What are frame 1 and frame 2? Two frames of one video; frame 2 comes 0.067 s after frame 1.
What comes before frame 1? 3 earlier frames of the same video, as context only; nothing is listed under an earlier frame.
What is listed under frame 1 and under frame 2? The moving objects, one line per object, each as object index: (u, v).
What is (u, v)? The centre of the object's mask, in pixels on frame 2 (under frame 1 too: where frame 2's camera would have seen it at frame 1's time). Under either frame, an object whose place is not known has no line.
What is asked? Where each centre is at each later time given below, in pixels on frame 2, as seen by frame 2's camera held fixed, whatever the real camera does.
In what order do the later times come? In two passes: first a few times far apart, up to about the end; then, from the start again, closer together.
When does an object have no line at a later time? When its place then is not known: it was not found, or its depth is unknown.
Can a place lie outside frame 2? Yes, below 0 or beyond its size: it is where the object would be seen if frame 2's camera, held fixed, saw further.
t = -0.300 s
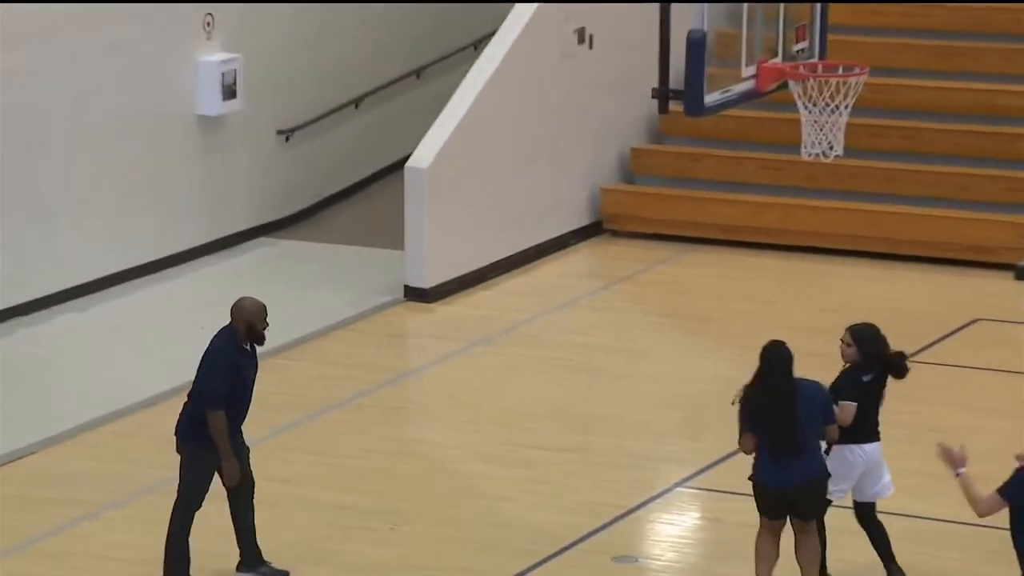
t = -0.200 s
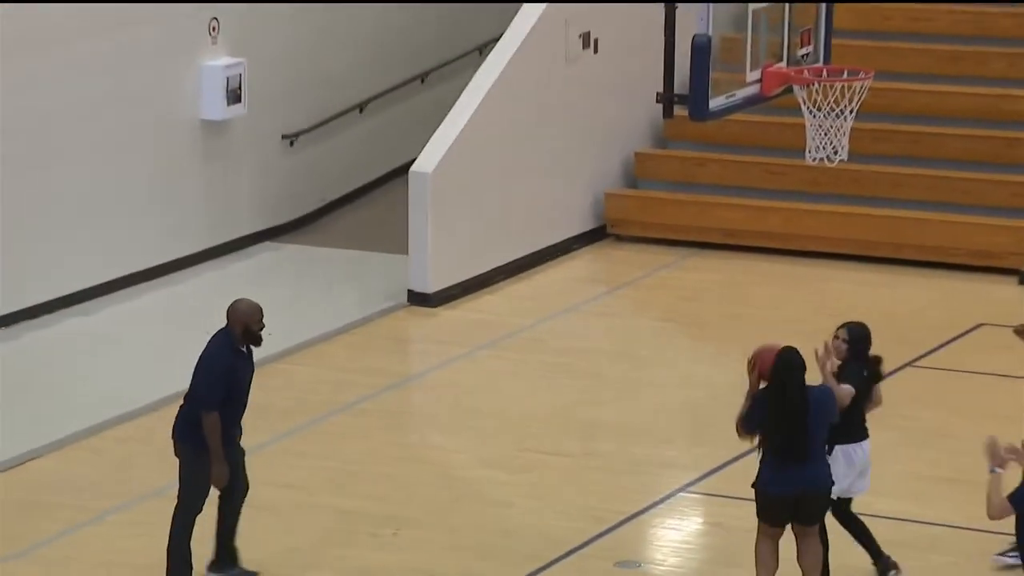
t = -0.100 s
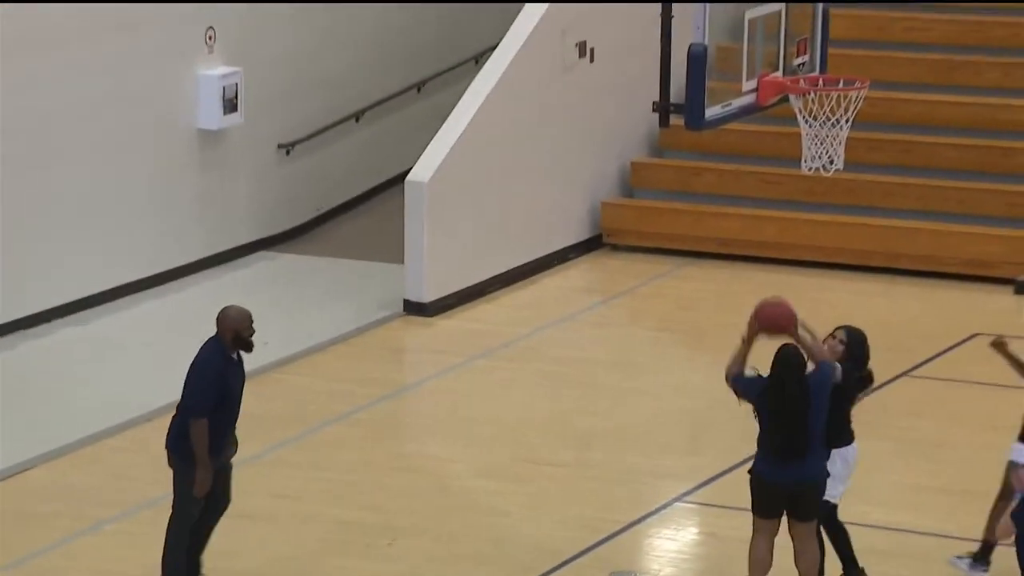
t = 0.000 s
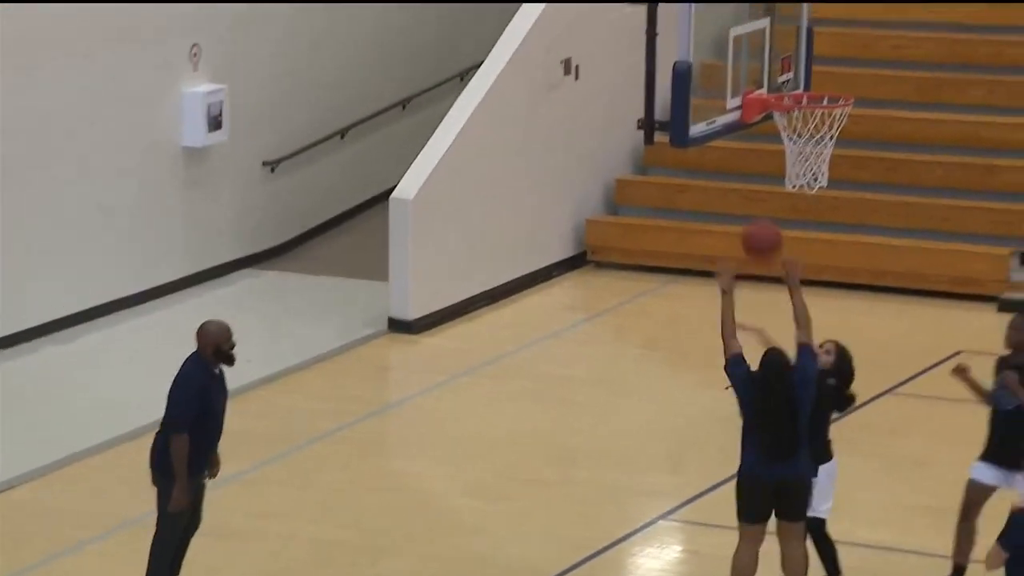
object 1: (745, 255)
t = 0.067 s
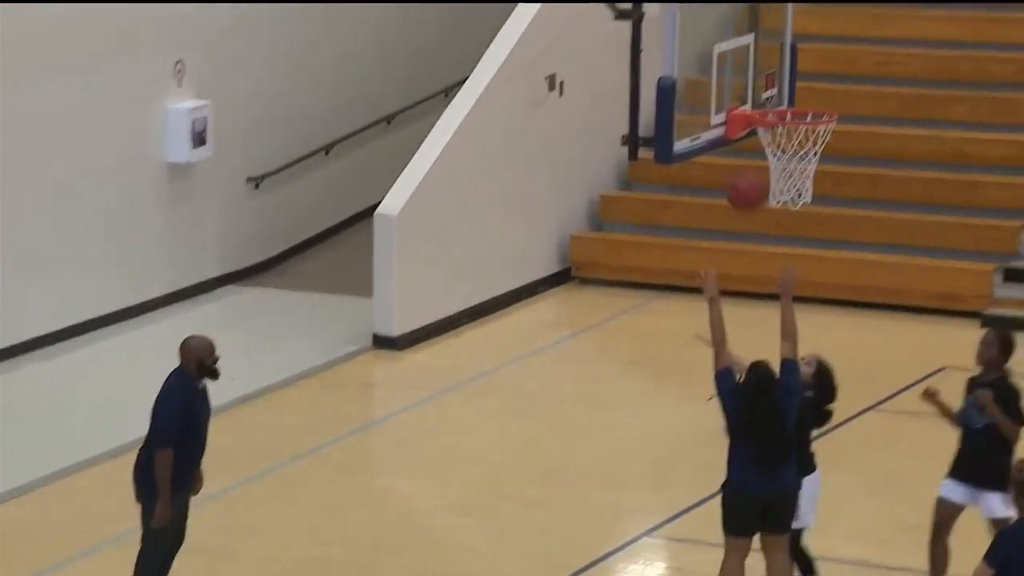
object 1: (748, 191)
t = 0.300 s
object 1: (746, 18)
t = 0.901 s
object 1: (730, 7)
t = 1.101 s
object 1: (722, 141)
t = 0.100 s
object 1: (746, 160)
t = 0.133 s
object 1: (746, 135)
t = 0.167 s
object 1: (747, 107)
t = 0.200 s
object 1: (748, 82)
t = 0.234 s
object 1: (746, 59)
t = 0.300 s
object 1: (746, 18)
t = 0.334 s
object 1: (745, 2)
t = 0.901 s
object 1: (730, 7)
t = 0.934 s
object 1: (729, 25)
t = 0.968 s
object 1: (728, 45)
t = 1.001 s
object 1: (727, 66)
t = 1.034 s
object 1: (725, 90)
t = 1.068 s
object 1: (724, 116)
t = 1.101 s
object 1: (722, 141)
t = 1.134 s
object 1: (732, 155)
